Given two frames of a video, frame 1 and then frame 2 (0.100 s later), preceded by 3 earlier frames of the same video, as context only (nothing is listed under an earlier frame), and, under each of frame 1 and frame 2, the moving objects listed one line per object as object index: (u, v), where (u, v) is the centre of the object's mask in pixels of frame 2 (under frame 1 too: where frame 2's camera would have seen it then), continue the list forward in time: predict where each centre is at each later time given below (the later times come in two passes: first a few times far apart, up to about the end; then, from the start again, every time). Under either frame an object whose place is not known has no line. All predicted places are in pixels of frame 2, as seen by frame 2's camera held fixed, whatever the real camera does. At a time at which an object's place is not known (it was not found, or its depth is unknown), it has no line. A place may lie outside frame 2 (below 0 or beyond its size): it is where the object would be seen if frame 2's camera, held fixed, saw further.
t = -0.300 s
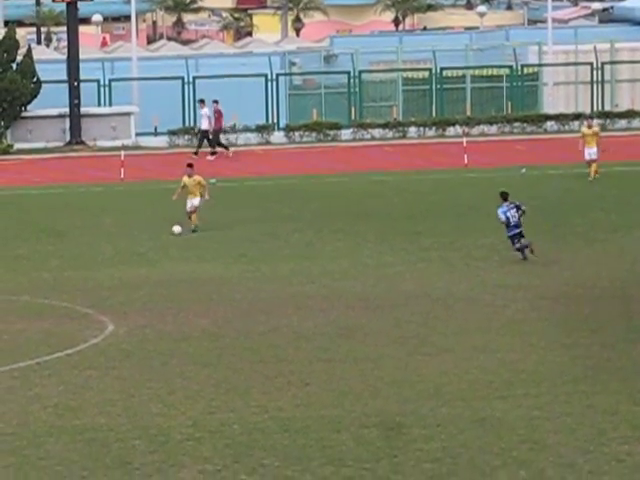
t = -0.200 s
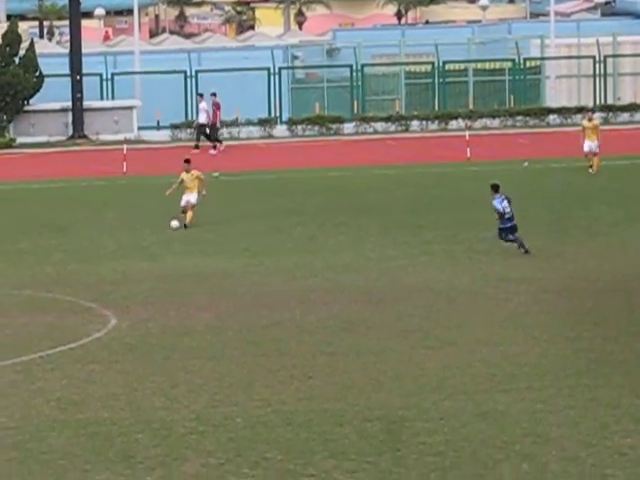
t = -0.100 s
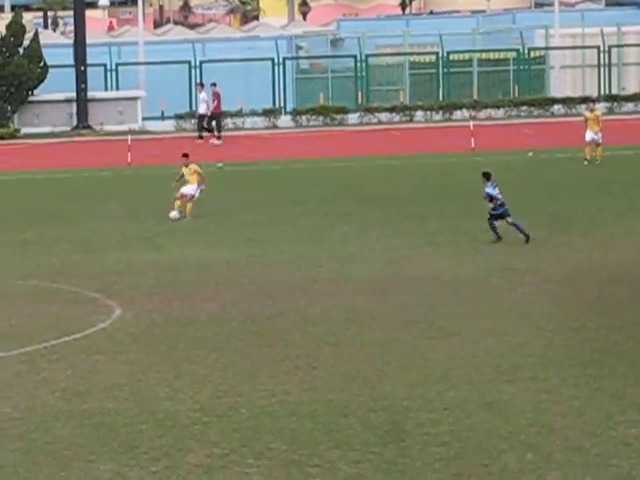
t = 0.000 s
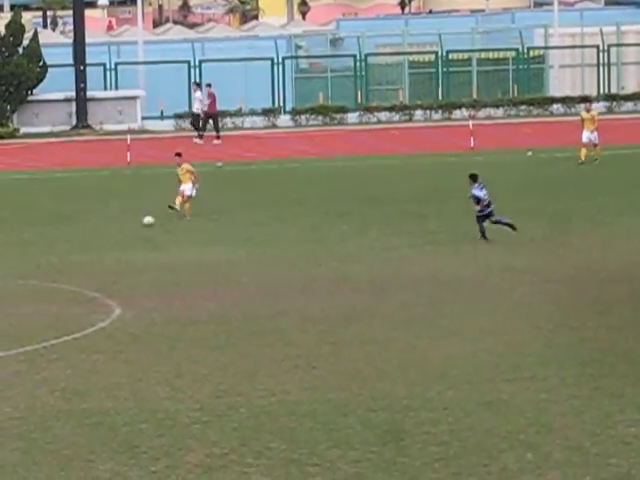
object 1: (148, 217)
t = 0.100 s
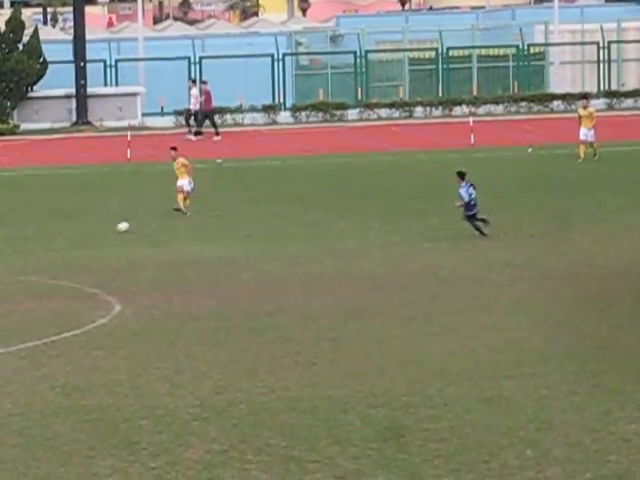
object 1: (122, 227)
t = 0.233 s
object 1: (90, 236)
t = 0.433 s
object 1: (42, 255)
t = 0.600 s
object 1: (6, 266)
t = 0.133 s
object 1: (114, 230)
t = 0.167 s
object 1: (106, 231)
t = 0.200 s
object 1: (98, 234)
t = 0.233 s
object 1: (90, 236)
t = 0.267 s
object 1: (82, 240)
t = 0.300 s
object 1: (73, 244)
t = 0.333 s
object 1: (65, 247)
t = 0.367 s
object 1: (58, 249)
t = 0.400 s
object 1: (50, 252)
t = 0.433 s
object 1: (42, 255)
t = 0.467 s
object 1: (35, 259)
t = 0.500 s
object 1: (27, 262)
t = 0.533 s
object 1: (20, 263)
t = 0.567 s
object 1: (13, 265)
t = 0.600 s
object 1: (6, 266)
